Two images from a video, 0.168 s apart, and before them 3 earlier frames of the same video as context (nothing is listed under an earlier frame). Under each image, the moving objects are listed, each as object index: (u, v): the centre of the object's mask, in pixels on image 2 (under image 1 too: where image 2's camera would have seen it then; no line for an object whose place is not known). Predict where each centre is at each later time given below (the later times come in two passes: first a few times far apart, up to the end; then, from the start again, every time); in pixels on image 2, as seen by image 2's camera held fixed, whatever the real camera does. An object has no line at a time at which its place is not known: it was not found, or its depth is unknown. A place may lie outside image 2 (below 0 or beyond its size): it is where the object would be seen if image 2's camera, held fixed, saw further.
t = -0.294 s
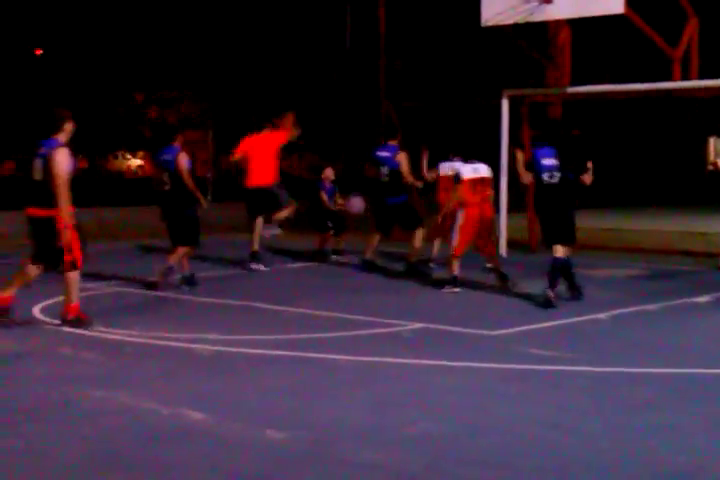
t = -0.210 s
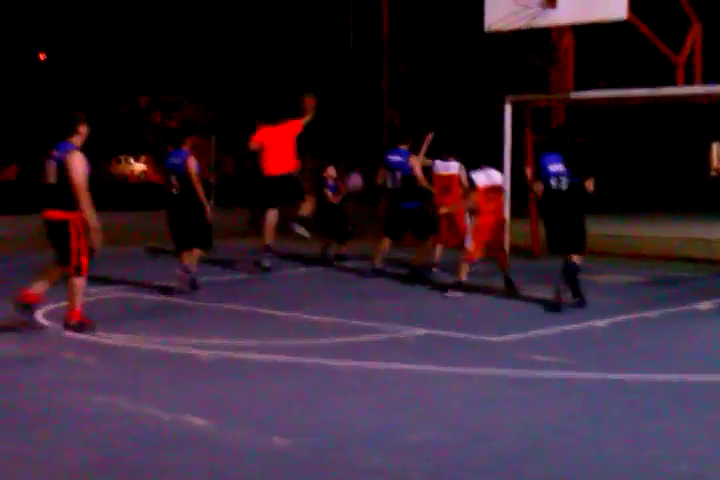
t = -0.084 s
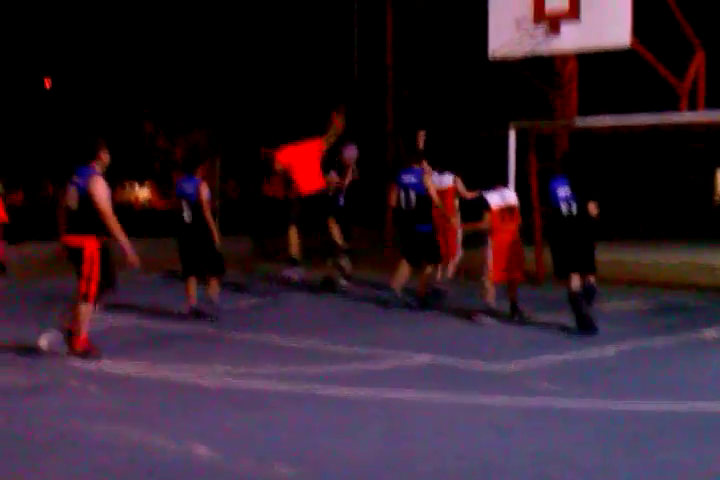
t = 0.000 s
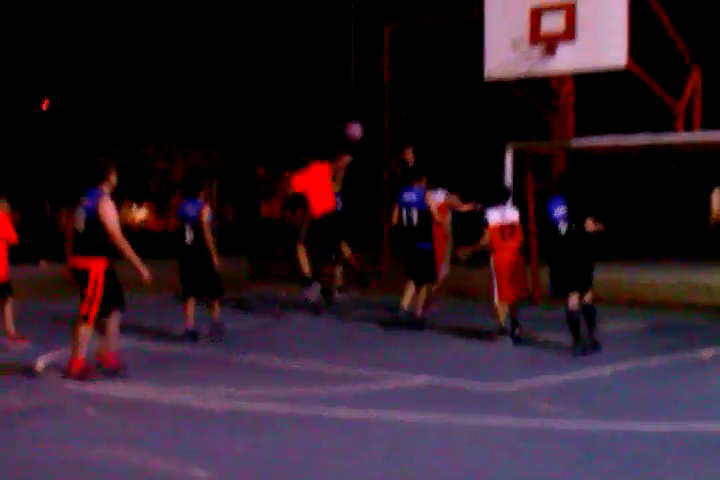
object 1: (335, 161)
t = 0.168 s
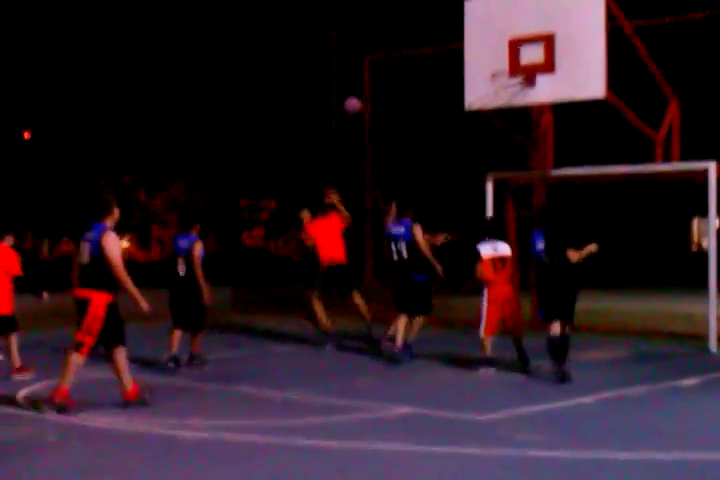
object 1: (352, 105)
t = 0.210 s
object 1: (357, 95)
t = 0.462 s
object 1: (381, 61)
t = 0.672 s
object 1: (399, 71)
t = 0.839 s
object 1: (415, 104)
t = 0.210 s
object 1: (357, 95)
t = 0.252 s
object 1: (361, 85)
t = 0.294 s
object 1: (364, 77)
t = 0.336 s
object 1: (368, 72)
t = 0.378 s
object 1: (372, 66)
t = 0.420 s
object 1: (375, 64)
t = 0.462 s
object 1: (381, 61)
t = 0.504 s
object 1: (384, 61)
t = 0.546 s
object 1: (388, 61)
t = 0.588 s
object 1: (392, 63)
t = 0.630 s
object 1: (396, 66)
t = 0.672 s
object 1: (399, 71)
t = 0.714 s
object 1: (403, 78)
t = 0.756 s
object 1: (407, 85)
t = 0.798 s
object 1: (411, 94)
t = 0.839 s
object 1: (415, 104)
